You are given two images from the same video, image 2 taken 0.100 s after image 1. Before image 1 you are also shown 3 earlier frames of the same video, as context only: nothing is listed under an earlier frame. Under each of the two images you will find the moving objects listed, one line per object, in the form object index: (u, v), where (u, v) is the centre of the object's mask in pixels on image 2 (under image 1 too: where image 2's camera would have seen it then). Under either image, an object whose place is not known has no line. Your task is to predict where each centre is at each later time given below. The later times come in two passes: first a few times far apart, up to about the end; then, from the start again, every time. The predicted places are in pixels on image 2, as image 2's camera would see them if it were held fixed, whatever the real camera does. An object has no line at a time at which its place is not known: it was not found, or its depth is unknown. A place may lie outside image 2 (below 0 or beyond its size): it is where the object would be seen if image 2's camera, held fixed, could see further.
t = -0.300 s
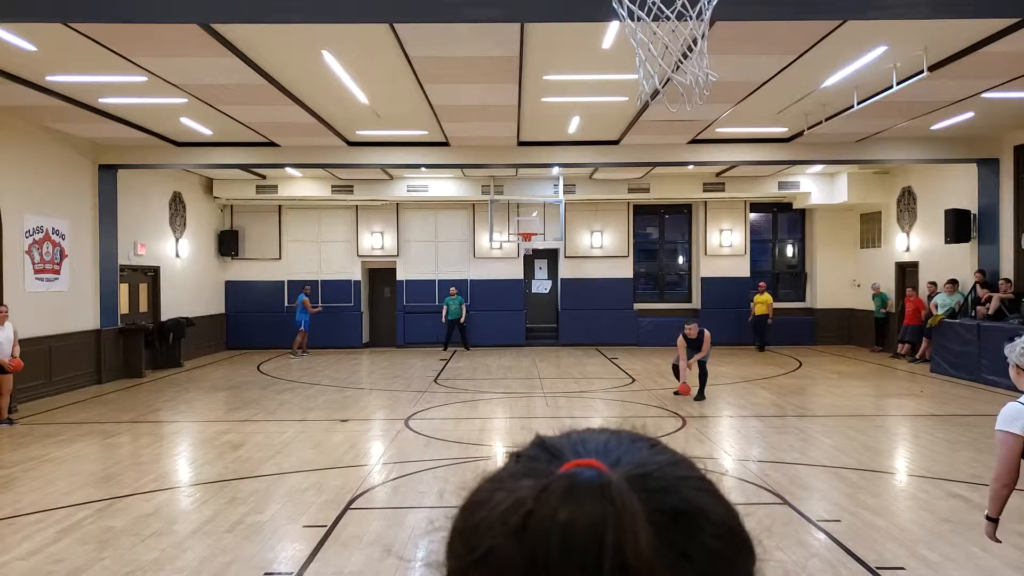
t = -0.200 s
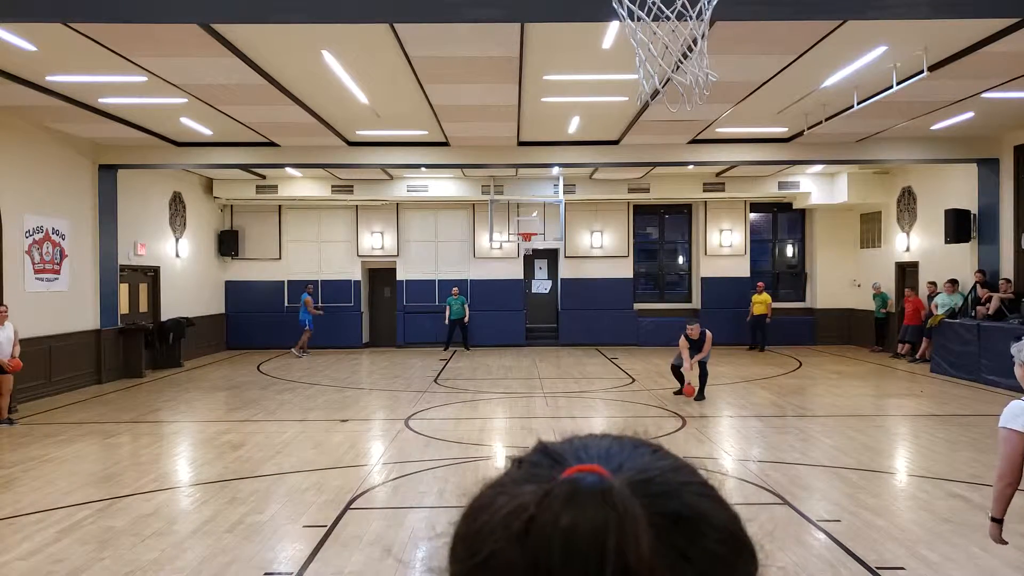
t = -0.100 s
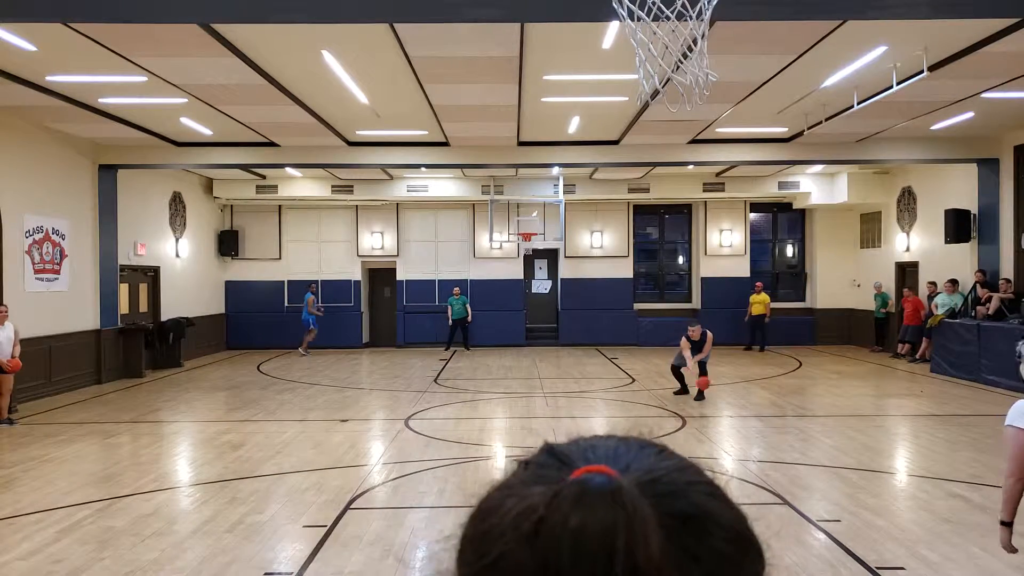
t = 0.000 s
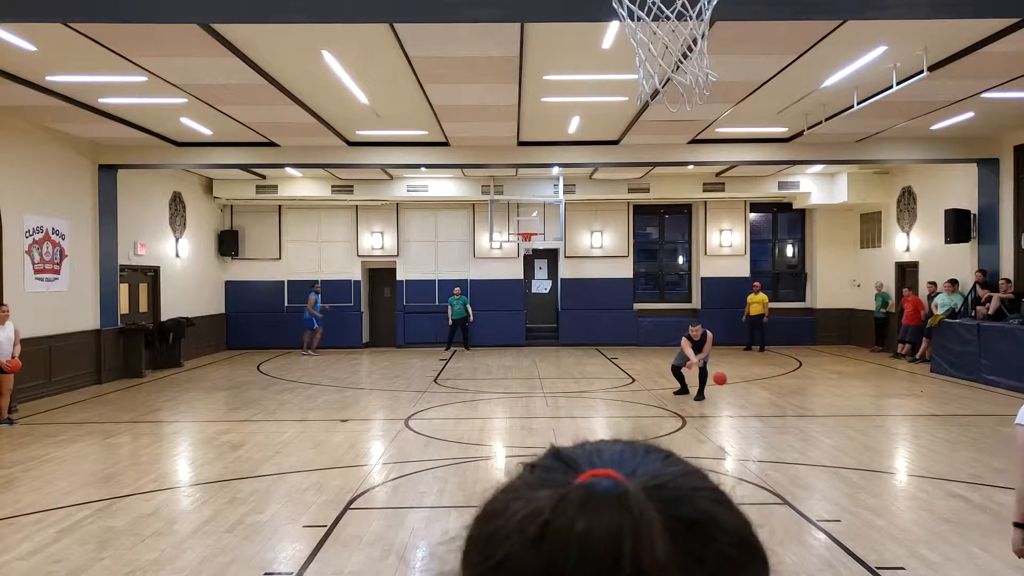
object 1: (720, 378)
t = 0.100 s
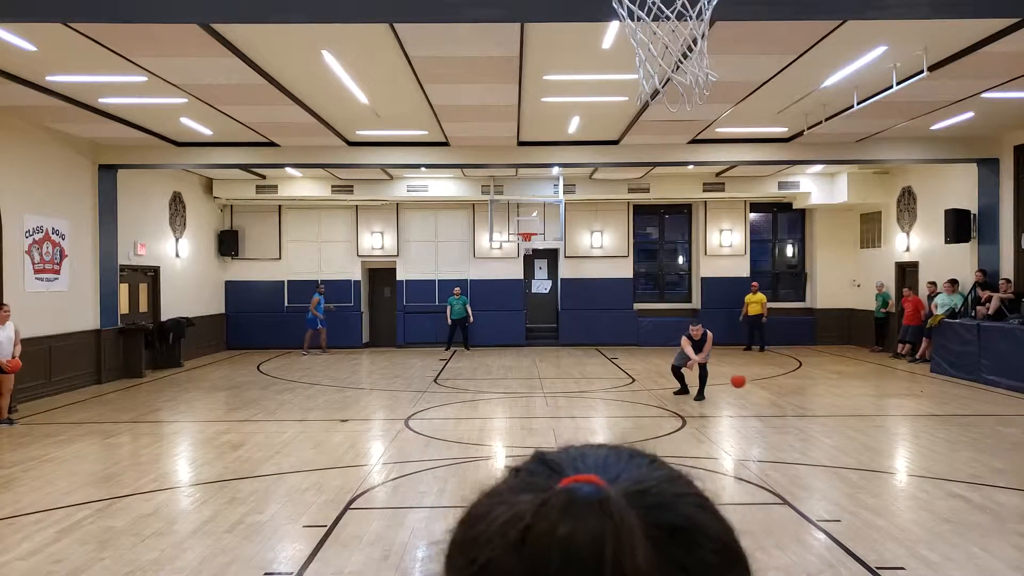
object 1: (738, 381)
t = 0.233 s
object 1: (764, 397)
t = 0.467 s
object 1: (811, 433)
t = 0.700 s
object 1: (847, 422)
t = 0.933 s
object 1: (890, 469)
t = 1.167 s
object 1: (940, 471)
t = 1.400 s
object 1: (999, 514)
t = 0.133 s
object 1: (744, 383)
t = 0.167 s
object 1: (751, 387)
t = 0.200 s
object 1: (757, 391)
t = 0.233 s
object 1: (764, 397)
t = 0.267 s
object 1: (771, 404)
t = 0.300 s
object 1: (778, 412)
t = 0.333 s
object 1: (786, 421)
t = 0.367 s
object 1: (794, 432)
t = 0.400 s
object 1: (801, 443)
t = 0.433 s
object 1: (806, 439)
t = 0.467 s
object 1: (811, 433)
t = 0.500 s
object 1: (816, 429)
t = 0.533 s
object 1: (821, 425)
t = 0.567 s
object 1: (826, 422)
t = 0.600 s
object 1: (831, 420)
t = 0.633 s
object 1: (836, 420)
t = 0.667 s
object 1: (842, 420)
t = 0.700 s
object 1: (847, 422)
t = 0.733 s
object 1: (853, 425)
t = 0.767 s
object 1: (859, 428)
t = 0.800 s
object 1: (865, 434)
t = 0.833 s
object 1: (871, 441)
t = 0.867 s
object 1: (877, 449)
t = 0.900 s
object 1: (884, 458)
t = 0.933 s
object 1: (890, 469)
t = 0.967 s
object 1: (897, 482)
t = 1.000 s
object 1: (904, 481)
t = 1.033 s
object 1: (911, 477)
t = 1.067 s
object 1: (918, 473)
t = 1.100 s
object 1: (925, 471)
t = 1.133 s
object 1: (933, 471)
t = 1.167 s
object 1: (940, 471)
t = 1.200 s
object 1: (948, 472)
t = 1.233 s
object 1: (956, 475)
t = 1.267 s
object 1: (964, 480)
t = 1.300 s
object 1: (973, 486)
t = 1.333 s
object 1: (981, 494)
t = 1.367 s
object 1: (990, 504)
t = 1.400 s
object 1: (999, 514)
